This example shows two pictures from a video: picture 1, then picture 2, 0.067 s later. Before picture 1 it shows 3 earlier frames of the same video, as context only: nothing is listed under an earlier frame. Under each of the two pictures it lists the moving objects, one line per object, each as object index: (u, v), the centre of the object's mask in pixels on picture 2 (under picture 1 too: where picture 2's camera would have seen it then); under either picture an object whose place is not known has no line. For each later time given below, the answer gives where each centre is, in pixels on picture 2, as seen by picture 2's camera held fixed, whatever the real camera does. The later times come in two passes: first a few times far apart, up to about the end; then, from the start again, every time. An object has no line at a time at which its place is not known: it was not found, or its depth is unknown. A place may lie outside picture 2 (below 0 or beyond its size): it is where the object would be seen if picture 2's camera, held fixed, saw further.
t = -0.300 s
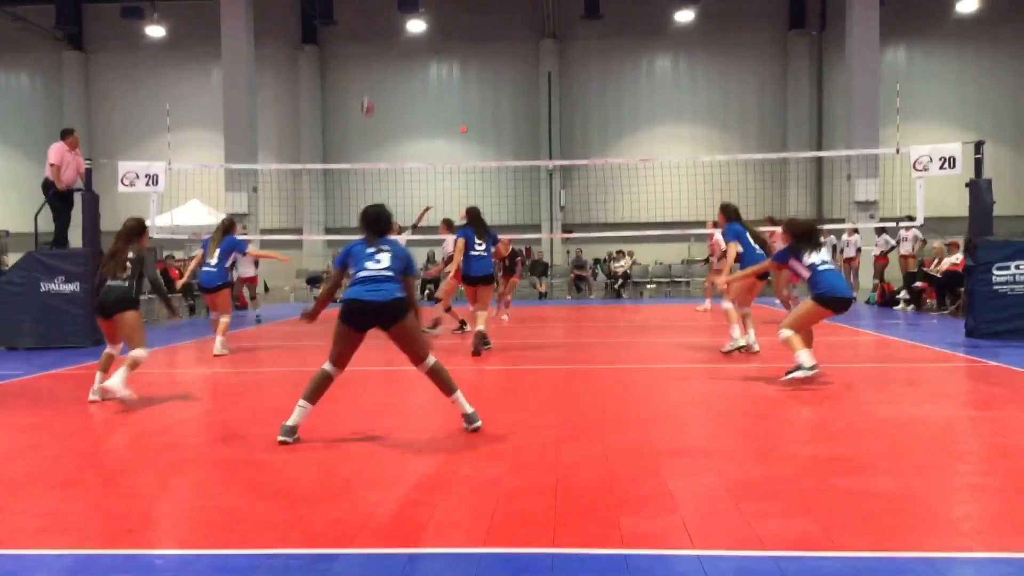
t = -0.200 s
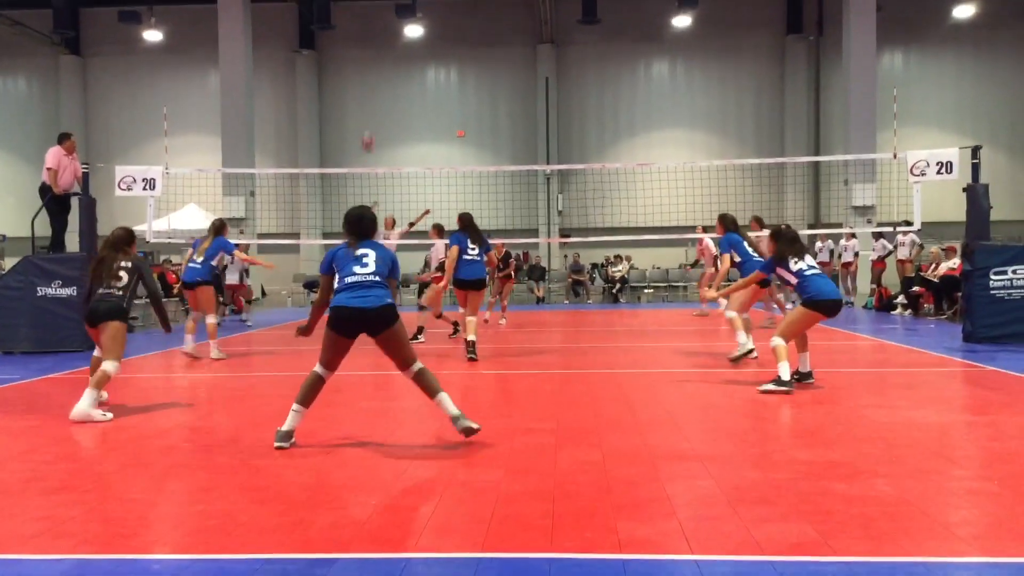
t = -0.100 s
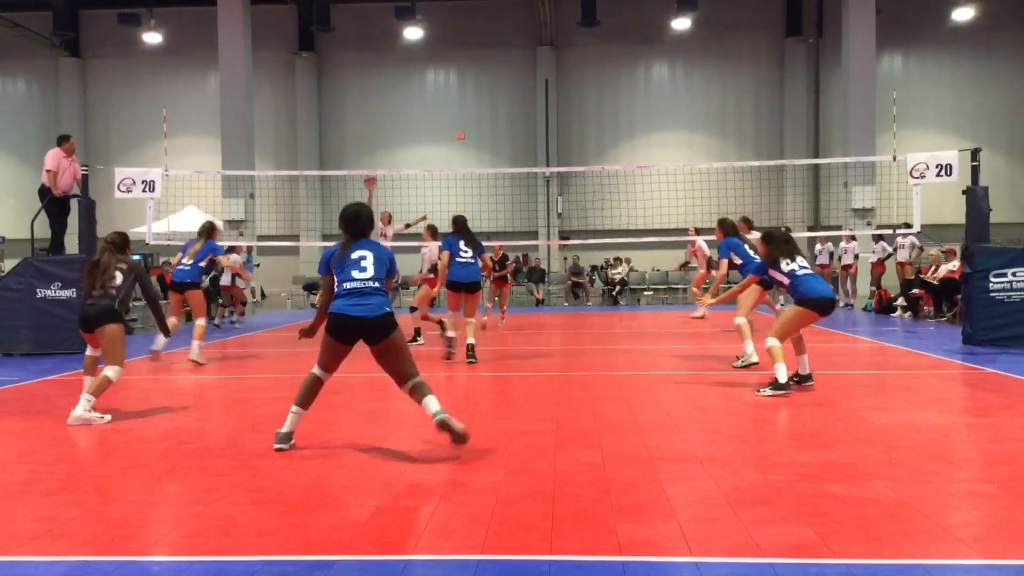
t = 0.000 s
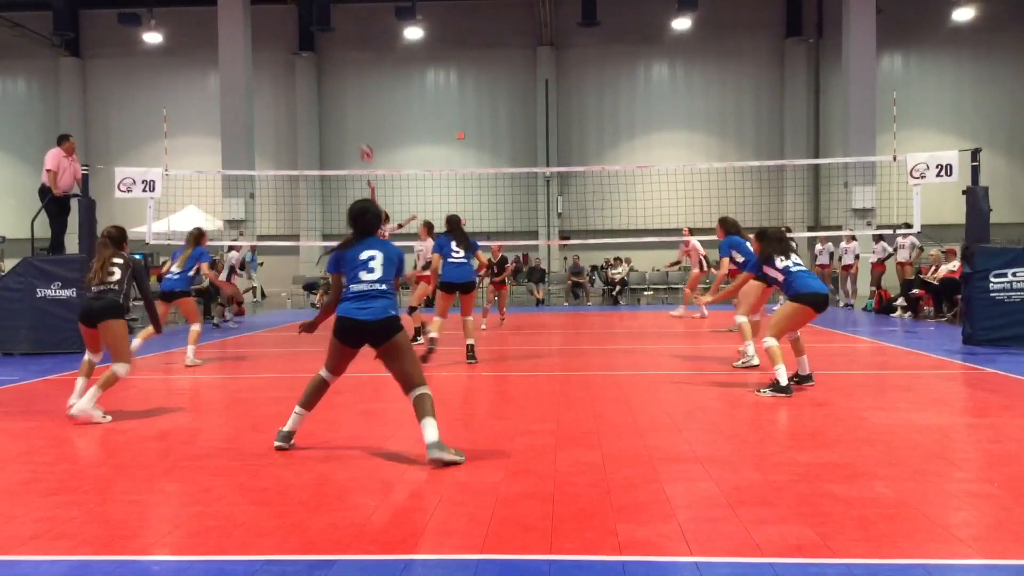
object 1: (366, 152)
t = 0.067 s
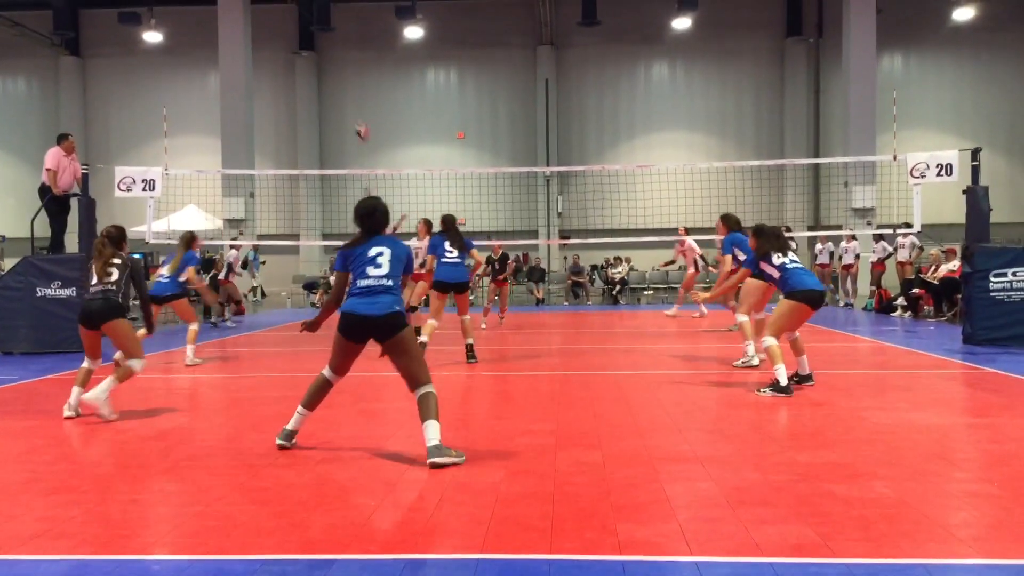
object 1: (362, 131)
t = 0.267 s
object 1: (351, 79)
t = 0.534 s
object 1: (324, 46)
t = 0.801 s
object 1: (282, 96)
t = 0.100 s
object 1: (361, 121)
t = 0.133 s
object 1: (359, 112)
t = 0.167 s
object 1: (357, 102)
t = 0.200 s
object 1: (355, 94)
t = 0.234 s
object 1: (353, 86)
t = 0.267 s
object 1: (351, 79)
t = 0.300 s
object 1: (348, 72)
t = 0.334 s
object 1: (345, 66)
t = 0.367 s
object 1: (342, 60)
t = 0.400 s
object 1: (339, 55)
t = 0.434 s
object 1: (336, 52)
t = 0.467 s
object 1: (332, 49)
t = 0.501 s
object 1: (329, 47)
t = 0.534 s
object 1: (324, 46)
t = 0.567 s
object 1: (320, 46)
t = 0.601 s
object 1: (316, 49)
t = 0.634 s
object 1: (311, 52)
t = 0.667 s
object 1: (306, 57)
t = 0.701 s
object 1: (301, 63)
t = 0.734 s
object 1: (295, 73)
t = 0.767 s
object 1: (288, 83)
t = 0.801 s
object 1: (282, 96)
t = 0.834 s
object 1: (274, 112)
